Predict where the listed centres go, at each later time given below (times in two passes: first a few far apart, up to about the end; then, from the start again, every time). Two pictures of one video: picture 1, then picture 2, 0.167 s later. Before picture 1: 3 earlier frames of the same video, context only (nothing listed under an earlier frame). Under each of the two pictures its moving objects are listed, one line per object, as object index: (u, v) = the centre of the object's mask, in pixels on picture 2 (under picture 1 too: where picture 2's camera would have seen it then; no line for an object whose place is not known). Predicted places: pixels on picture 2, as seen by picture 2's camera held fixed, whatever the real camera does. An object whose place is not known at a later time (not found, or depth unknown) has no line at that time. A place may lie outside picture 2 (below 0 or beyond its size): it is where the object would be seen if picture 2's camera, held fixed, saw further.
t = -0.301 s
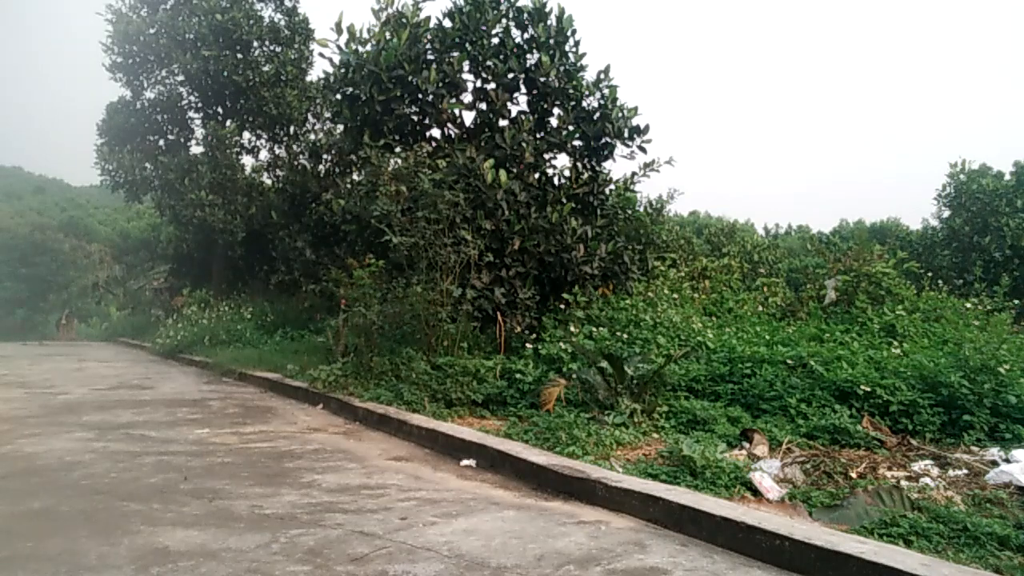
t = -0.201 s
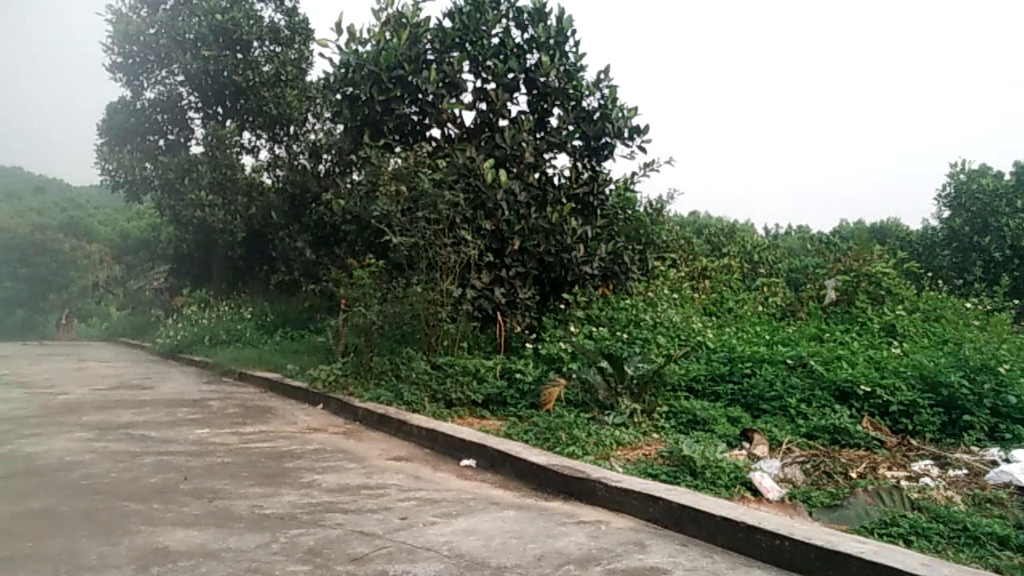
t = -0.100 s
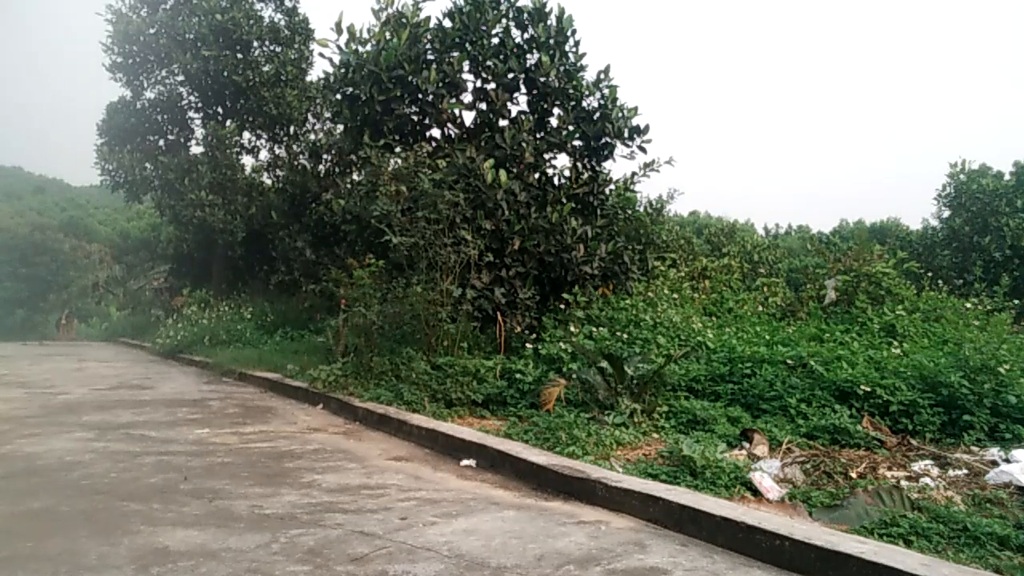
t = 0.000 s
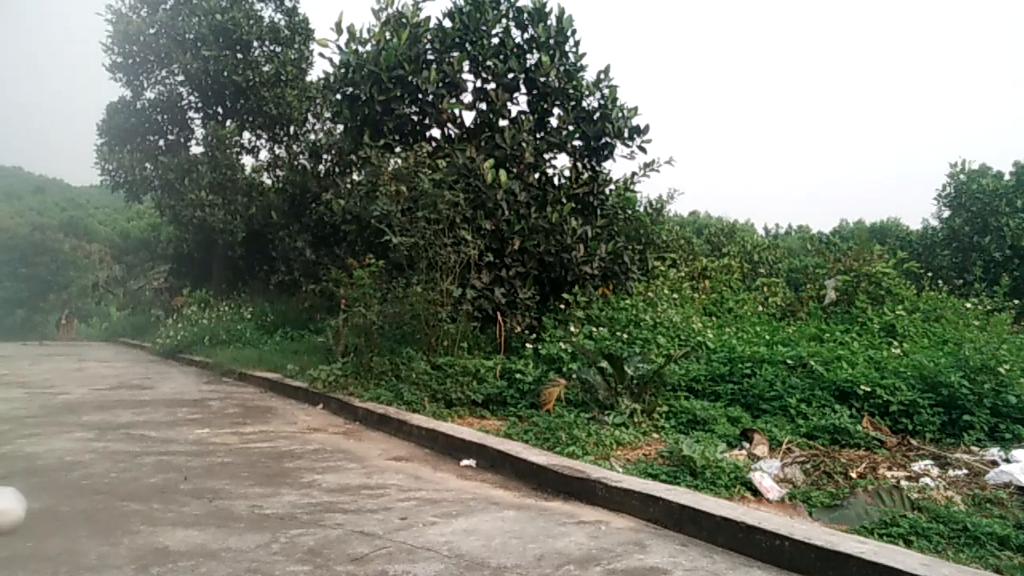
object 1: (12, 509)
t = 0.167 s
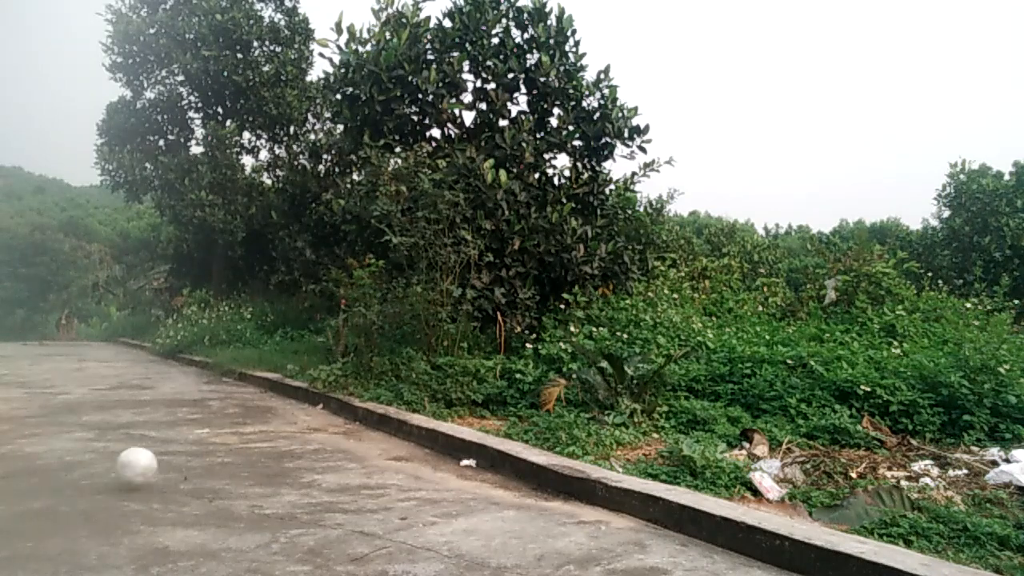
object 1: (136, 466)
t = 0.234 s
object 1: (177, 461)
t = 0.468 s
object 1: (280, 429)
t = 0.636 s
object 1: (329, 418)
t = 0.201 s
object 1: (157, 461)
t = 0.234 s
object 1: (177, 461)
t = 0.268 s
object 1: (195, 454)
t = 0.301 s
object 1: (212, 447)
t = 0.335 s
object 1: (227, 441)
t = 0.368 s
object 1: (242, 441)
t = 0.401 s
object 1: (255, 440)
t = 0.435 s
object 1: (268, 432)
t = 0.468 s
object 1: (280, 429)
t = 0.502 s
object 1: (291, 429)
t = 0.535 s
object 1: (301, 426)
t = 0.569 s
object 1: (311, 422)
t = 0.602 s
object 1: (320, 421)
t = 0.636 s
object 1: (329, 418)
